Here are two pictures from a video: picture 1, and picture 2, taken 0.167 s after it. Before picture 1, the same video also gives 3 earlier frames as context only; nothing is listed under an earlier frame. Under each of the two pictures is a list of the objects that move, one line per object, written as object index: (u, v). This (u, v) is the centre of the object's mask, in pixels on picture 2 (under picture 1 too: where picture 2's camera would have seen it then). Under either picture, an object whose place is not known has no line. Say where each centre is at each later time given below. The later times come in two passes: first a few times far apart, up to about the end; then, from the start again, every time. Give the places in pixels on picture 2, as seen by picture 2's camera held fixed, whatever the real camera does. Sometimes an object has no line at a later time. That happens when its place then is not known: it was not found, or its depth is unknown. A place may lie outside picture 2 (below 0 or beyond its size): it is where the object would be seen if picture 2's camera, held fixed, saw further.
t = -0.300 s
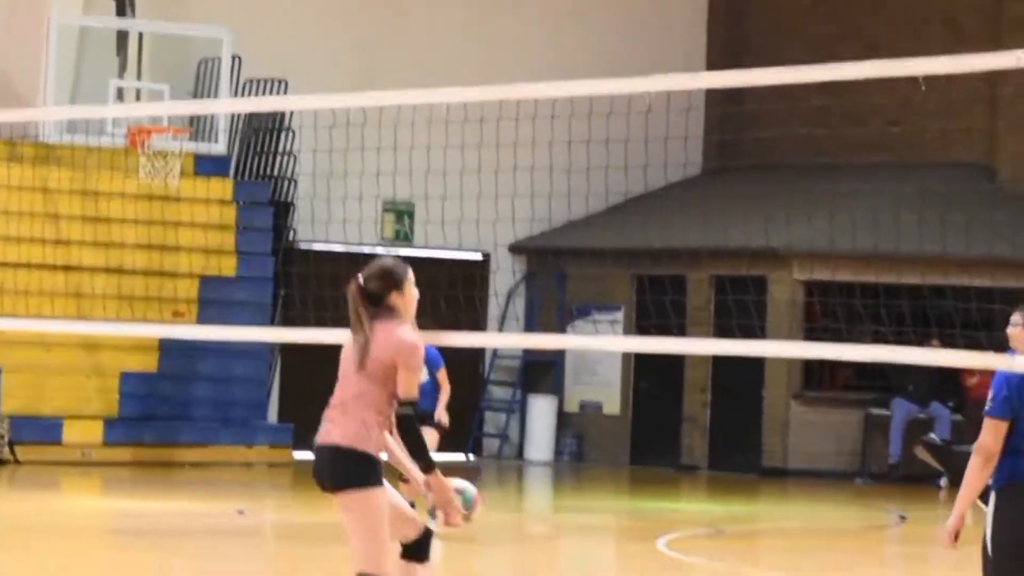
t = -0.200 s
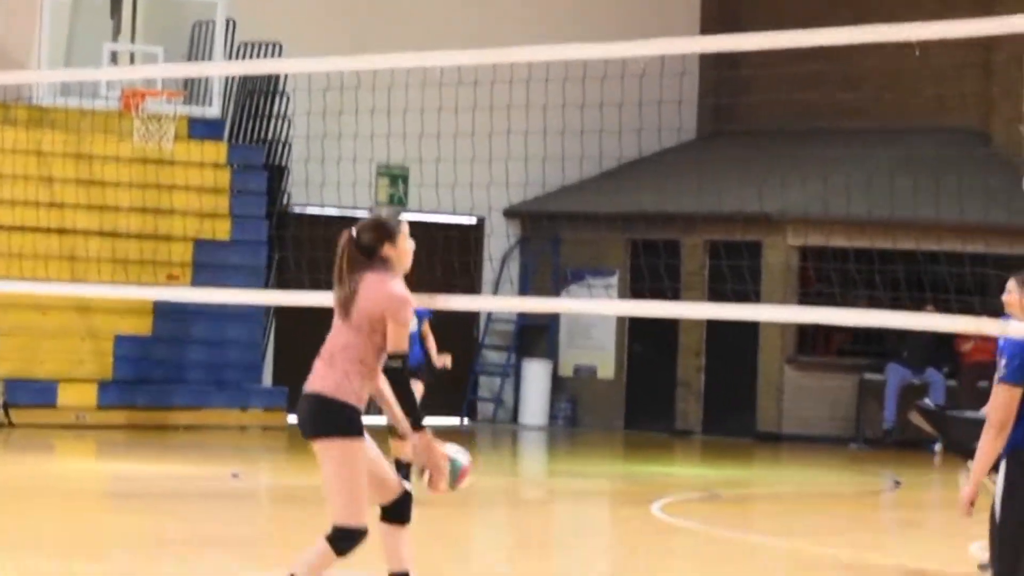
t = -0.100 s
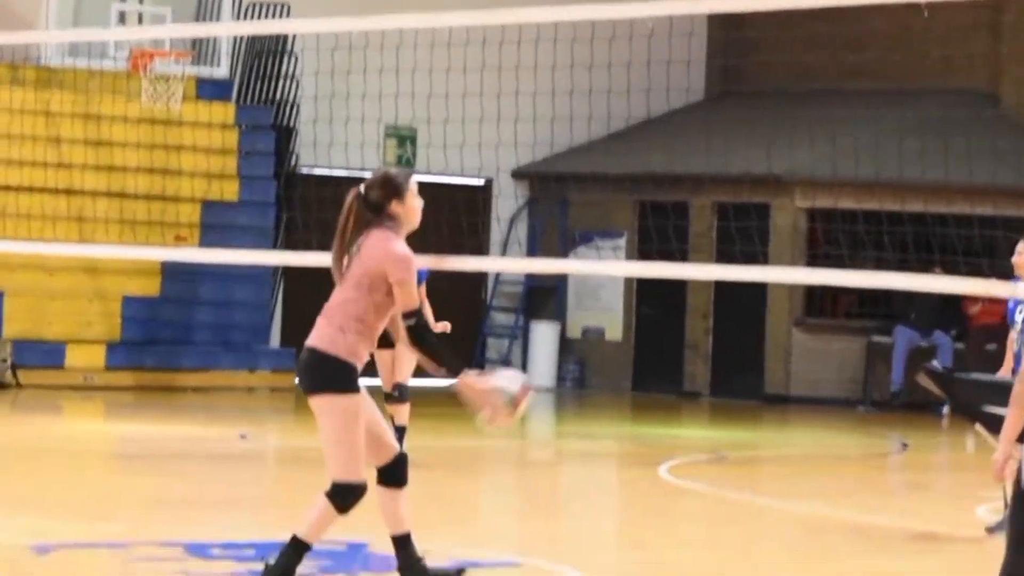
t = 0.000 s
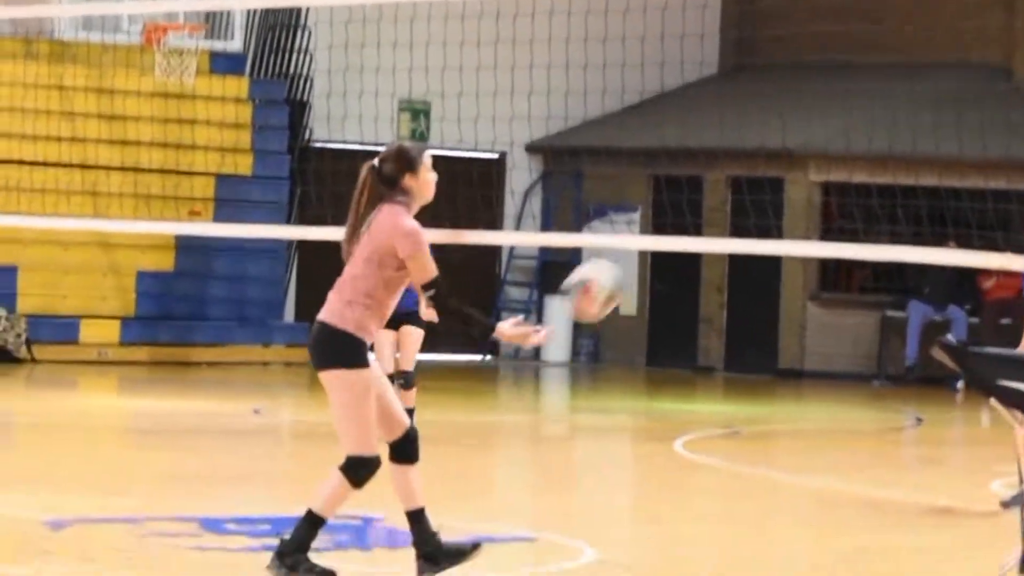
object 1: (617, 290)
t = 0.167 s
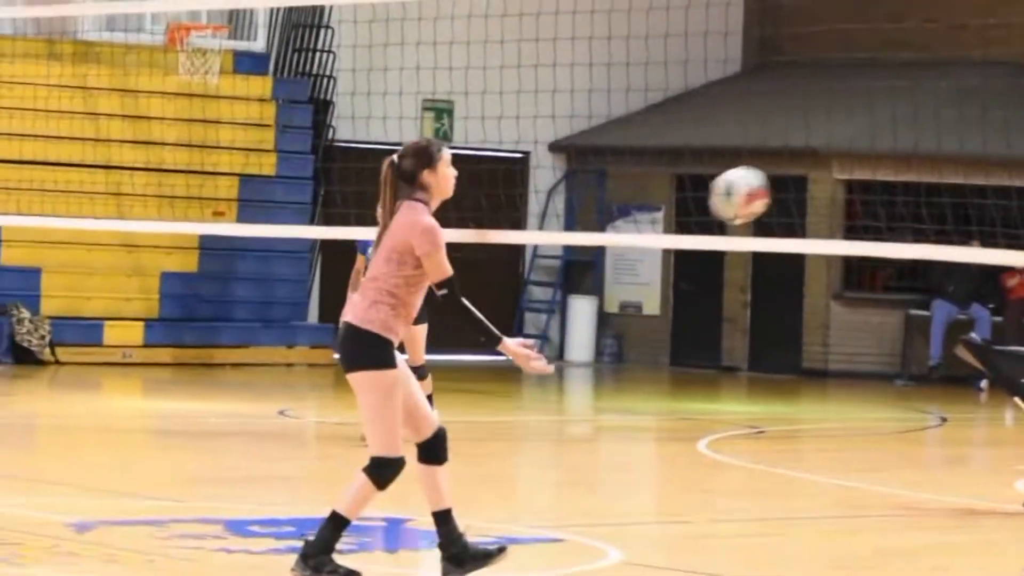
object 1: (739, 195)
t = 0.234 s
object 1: (788, 177)
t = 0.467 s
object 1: (953, 205)
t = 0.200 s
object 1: (763, 185)
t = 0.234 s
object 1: (788, 177)
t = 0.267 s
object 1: (812, 172)
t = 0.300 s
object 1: (836, 171)
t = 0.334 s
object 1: (860, 172)
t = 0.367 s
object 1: (883, 176)
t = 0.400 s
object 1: (906, 183)
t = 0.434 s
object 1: (930, 193)
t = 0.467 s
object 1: (953, 205)
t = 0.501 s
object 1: (974, 218)
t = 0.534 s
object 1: (988, 229)
